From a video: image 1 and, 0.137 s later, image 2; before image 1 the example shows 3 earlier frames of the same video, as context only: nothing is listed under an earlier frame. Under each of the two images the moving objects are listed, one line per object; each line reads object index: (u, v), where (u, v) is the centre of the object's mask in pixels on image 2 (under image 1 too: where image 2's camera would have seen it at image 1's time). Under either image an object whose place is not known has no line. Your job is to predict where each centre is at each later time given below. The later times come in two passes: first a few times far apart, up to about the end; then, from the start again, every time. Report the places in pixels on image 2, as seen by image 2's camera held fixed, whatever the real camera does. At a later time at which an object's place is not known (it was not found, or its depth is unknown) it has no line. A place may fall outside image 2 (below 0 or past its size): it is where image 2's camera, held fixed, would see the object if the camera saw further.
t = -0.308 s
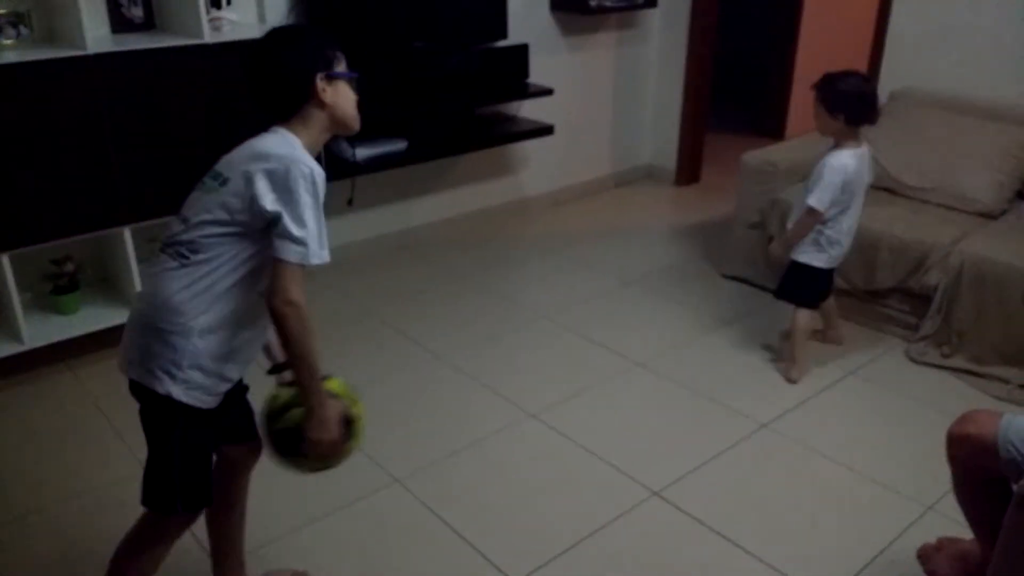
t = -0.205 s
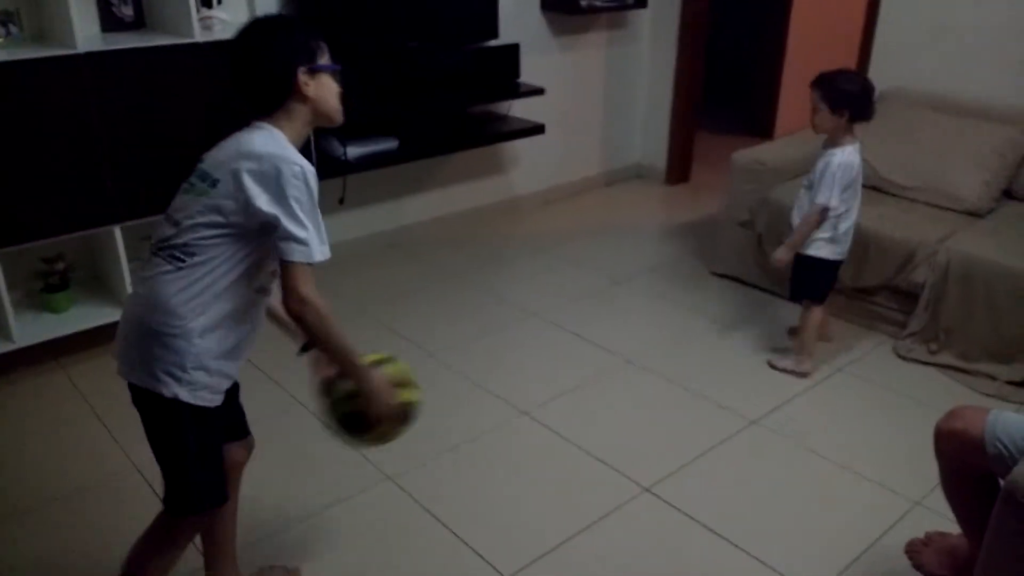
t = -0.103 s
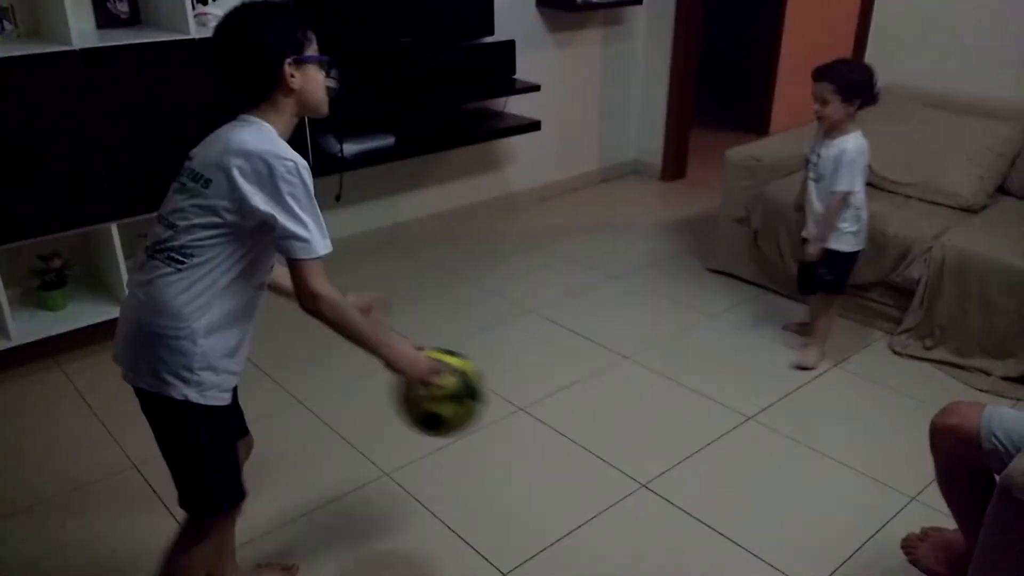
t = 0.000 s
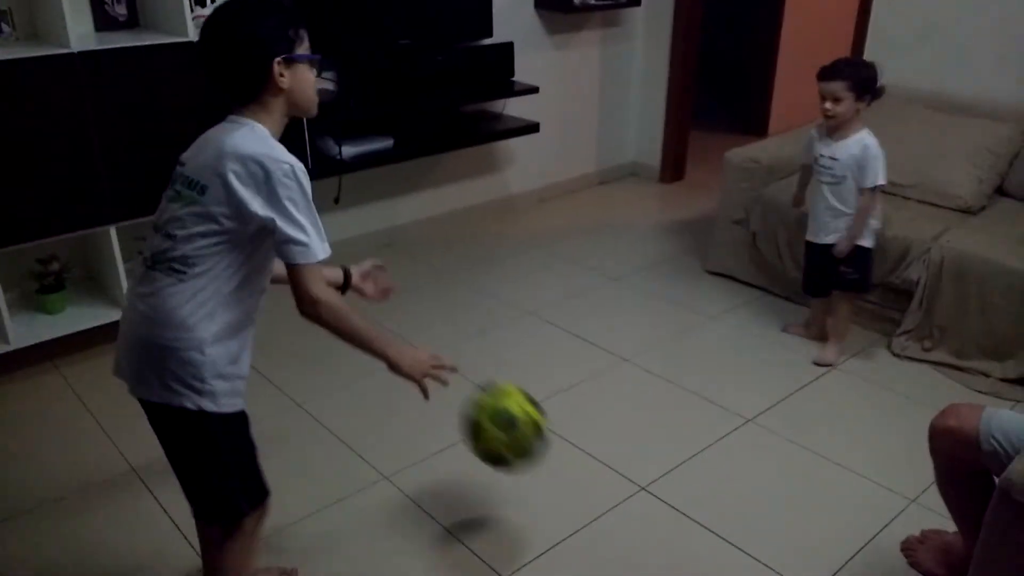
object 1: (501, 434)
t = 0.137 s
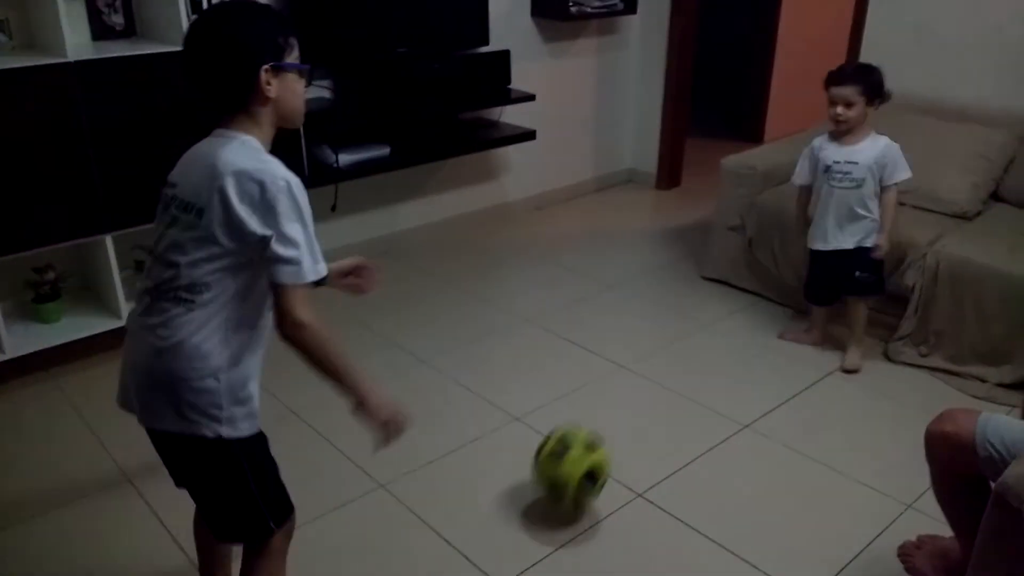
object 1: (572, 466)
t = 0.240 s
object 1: (607, 419)
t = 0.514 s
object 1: (685, 440)
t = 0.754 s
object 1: (764, 409)
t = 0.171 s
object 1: (583, 447)
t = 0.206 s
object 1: (596, 431)
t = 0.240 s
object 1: (607, 419)
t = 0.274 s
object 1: (618, 410)
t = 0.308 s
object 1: (629, 405)
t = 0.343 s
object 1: (638, 403)
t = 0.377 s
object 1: (648, 404)
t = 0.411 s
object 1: (657, 408)
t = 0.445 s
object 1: (667, 416)
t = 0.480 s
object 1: (675, 426)
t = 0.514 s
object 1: (685, 440)
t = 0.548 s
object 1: (694, 452)
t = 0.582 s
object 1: (708, 438)
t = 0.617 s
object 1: (720, 423)
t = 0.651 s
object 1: (732, 414)
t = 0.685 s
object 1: (743, 409)
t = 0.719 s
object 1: (754, 408)
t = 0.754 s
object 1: (764, 409)
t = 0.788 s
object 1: (773, 414)
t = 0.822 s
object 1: (781, 425)
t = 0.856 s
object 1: (789, 422)
